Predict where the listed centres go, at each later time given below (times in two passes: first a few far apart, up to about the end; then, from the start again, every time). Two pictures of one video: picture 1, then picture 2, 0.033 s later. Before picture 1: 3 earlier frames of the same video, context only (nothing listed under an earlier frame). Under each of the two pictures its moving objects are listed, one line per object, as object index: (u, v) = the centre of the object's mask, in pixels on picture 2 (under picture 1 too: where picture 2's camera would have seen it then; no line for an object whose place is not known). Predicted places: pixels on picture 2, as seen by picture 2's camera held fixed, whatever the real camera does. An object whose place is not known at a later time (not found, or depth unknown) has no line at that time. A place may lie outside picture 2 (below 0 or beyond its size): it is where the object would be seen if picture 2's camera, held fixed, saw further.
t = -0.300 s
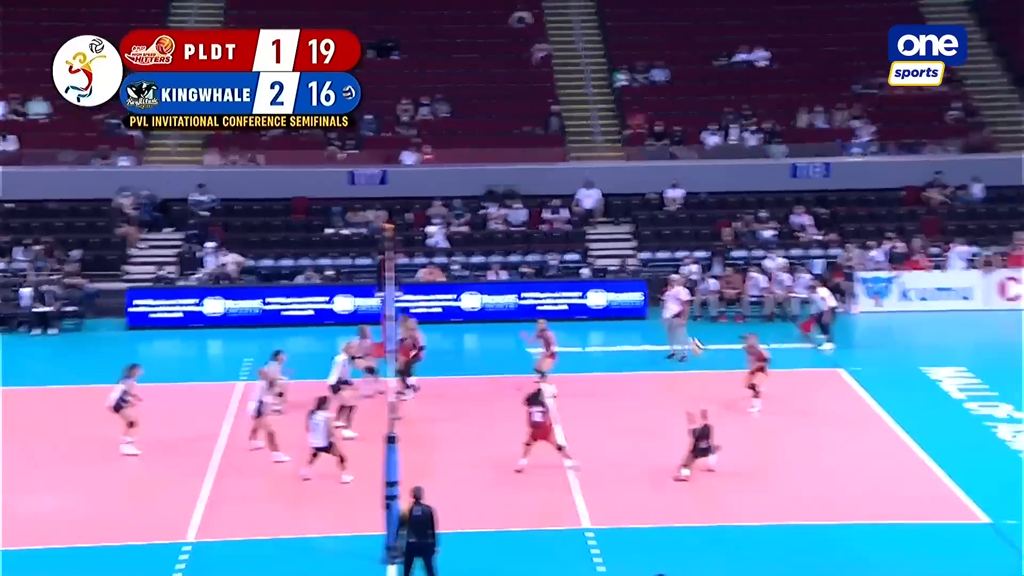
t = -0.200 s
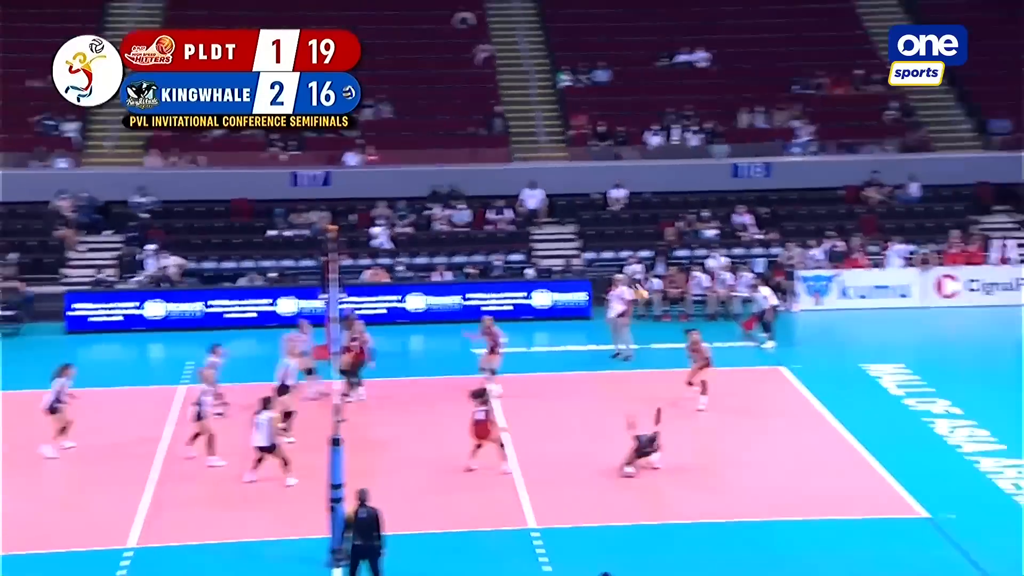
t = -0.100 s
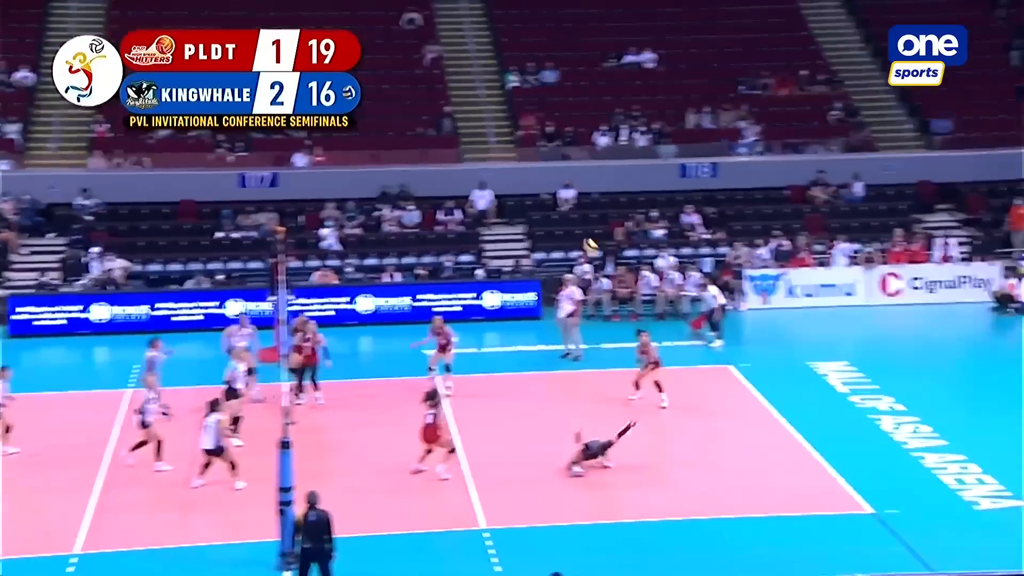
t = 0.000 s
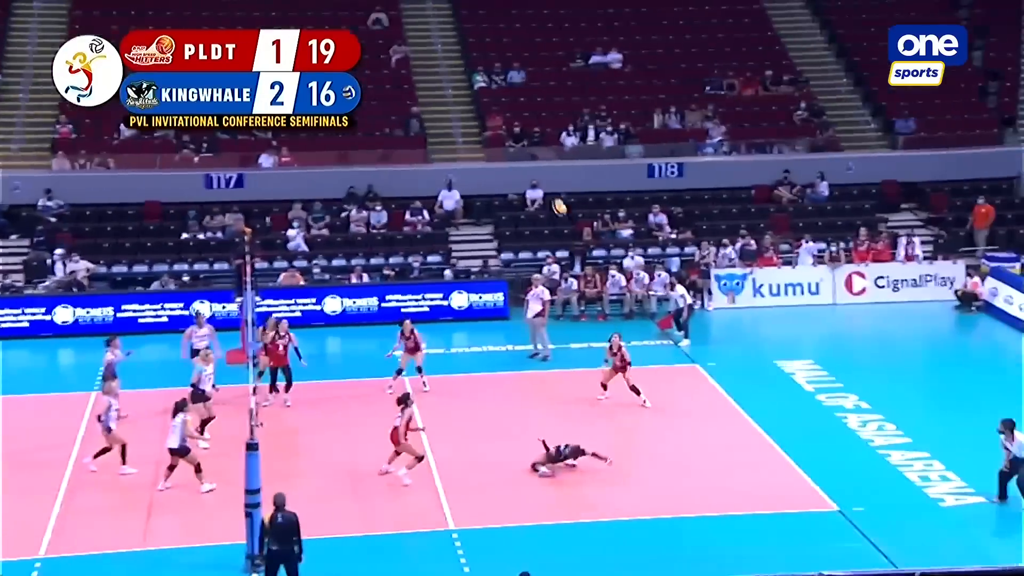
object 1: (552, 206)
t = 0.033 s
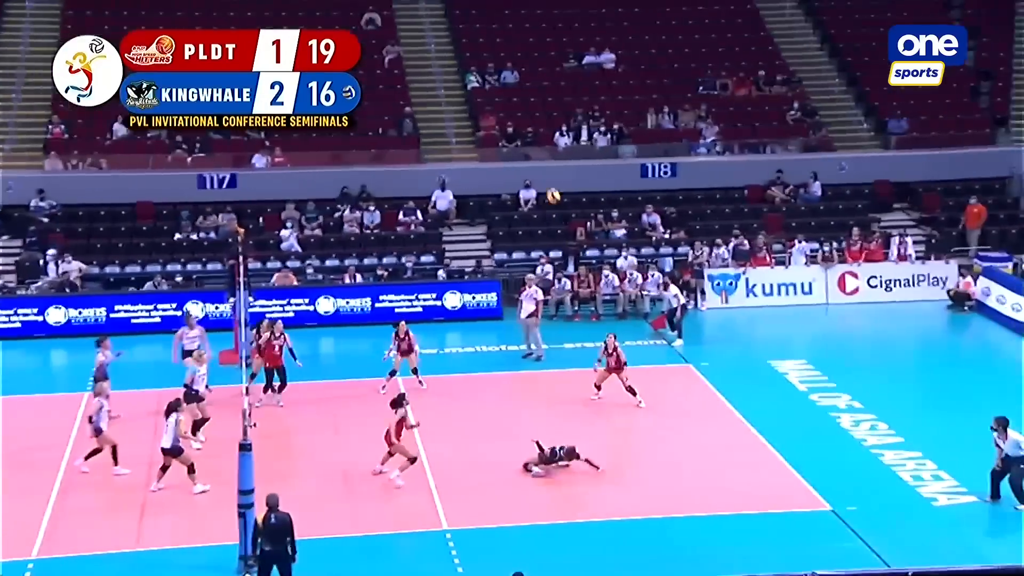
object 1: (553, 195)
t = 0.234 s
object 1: (557, 139)
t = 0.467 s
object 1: (564, 105)
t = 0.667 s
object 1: (570, 101)
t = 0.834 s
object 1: (575, 114)
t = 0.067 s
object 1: (555, 183)
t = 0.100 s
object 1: (555, 169)
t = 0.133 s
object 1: (556, 162)
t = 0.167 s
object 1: (556, 154)
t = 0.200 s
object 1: (557, 146)
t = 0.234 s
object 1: (557, 139)
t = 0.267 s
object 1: (558, 132)
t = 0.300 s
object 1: (560, 126)
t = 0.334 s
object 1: (561, 121)
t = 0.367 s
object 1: (561, 116)
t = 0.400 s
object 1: (563, 112)
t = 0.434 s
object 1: (563, 108)
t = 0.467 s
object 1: (564, 105)
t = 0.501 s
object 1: (565, 103)
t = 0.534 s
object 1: (566, 101)
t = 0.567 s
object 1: (567, 100)
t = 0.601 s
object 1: (568, 100)
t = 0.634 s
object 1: (569, 100)
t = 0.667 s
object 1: (570, 101)
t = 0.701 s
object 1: (571, 102)
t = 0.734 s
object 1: (572, 104)
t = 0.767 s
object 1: (573, 107)
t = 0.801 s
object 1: (574, 110)
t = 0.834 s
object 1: (575, 114)
